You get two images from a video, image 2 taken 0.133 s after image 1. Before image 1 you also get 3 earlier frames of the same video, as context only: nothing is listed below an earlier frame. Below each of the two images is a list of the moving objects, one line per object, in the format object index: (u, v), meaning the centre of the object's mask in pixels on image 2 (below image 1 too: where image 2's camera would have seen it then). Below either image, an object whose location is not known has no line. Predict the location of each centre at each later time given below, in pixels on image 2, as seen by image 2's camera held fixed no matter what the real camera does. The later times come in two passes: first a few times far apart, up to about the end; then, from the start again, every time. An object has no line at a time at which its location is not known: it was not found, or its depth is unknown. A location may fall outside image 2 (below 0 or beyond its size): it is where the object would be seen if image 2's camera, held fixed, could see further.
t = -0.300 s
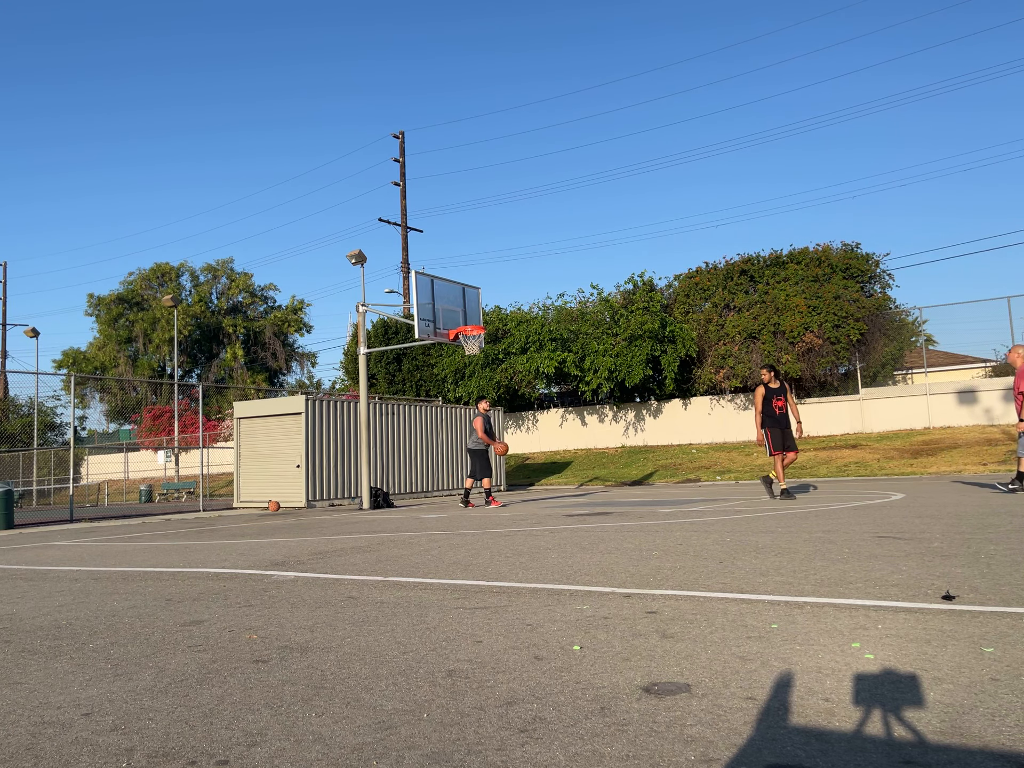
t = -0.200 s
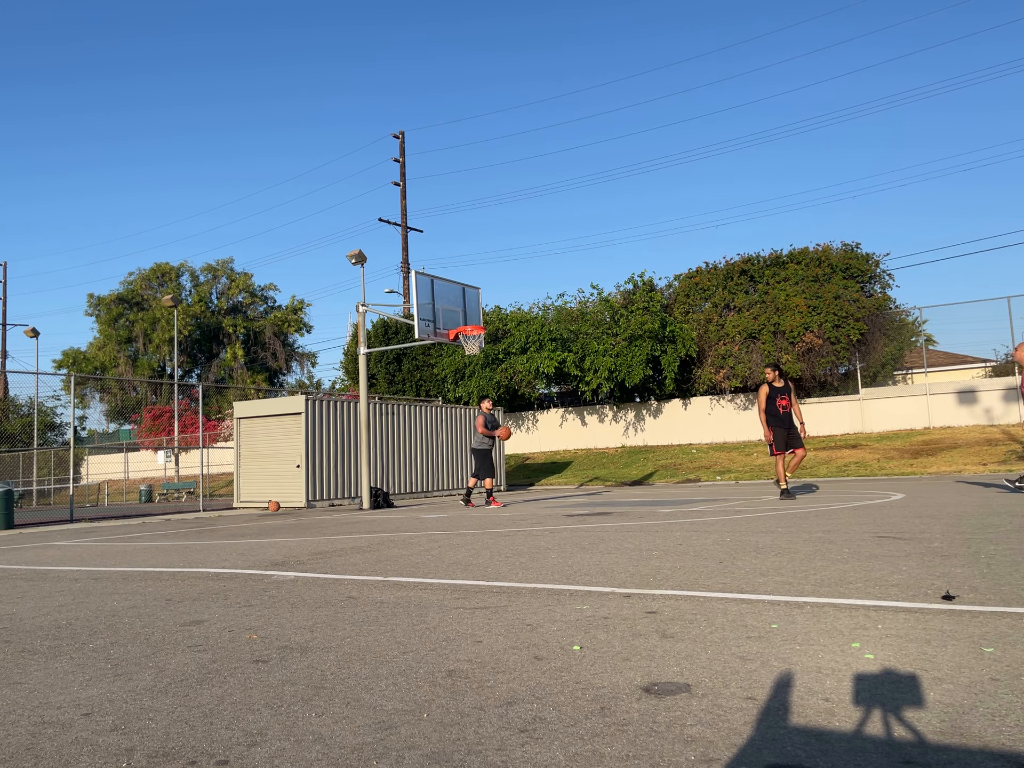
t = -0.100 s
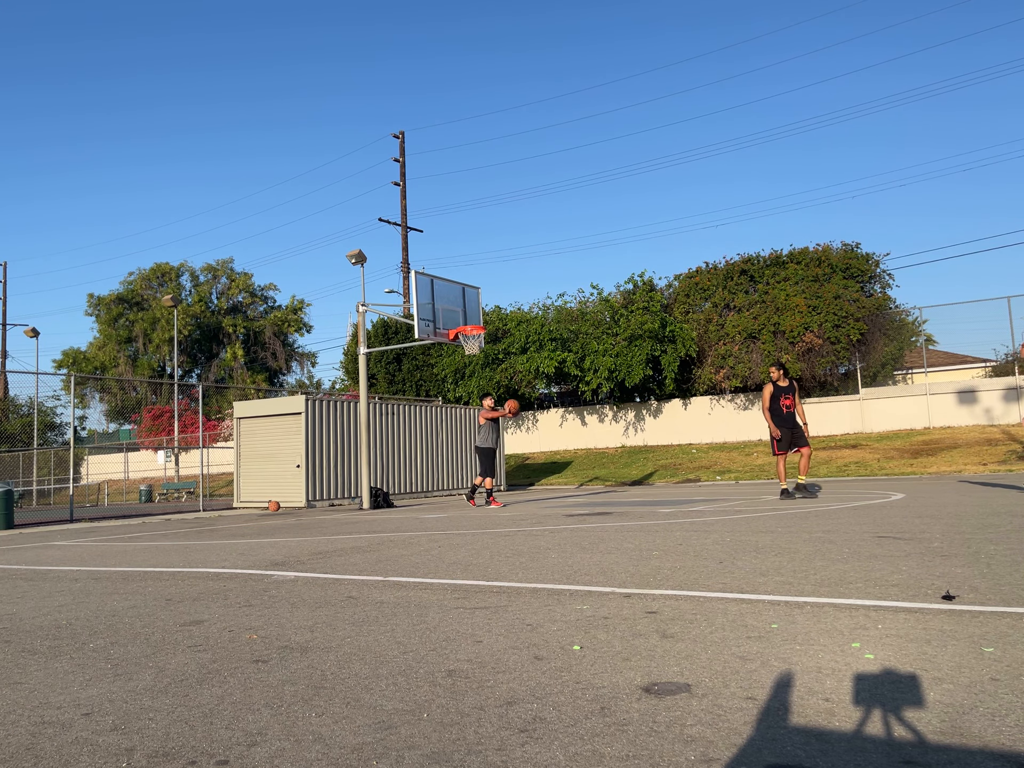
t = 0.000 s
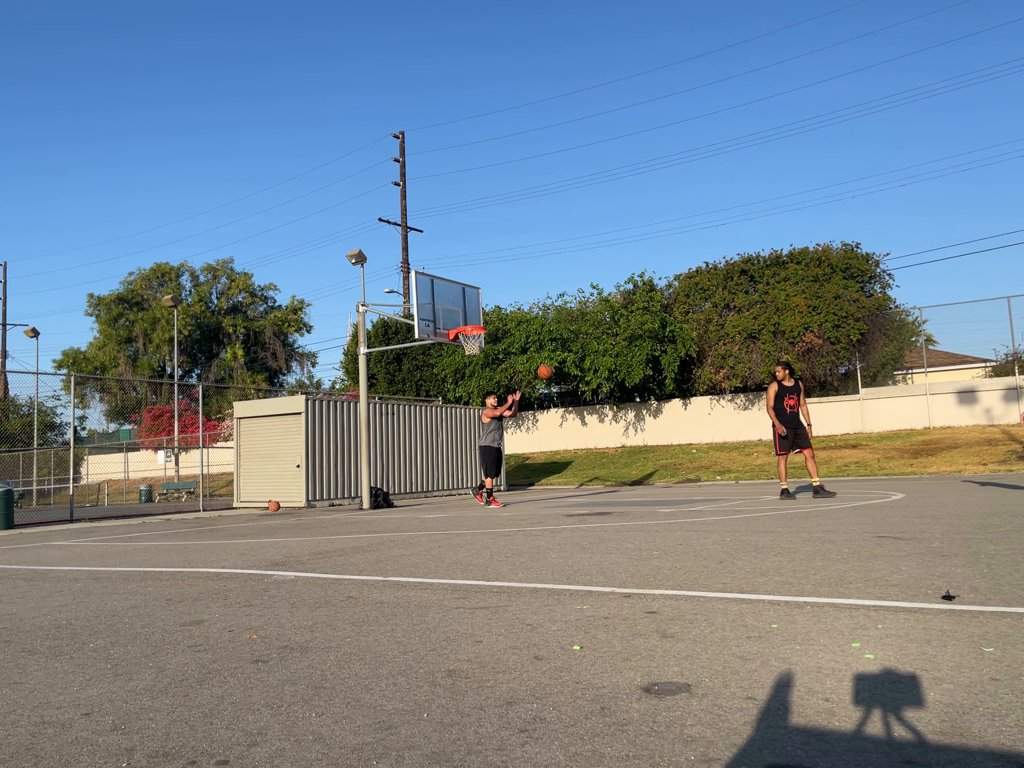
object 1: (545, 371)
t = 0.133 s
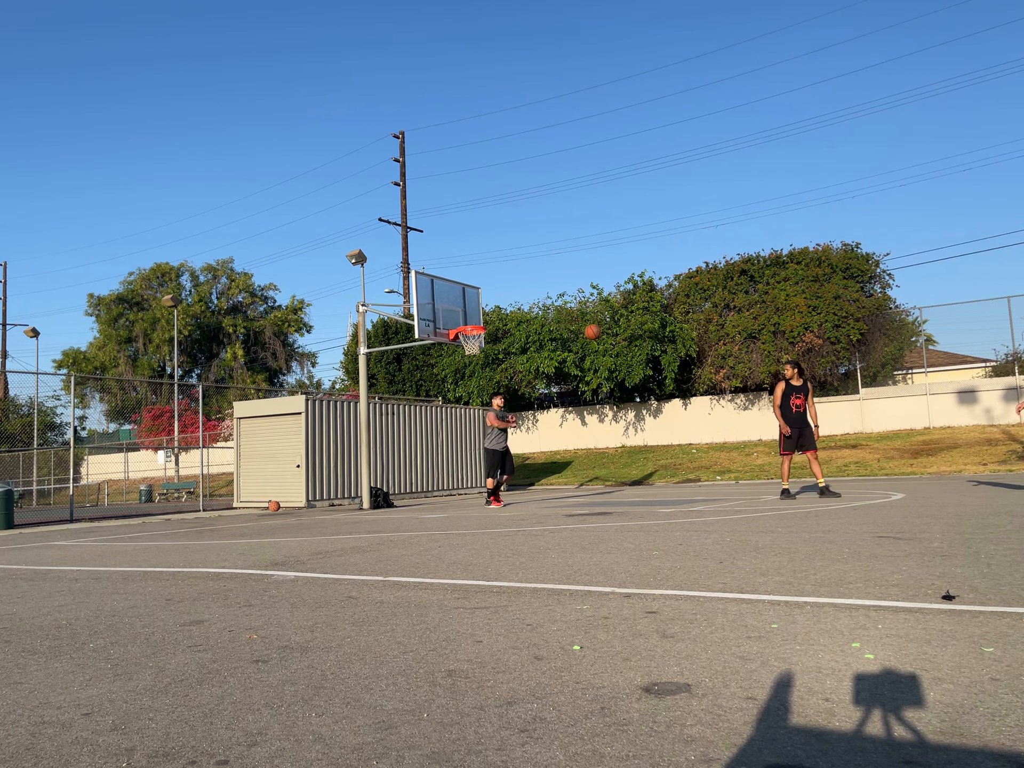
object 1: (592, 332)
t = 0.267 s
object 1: (643, 302)
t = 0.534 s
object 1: (756, 274)
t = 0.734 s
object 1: (854, 286)
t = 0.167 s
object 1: (605, 323)
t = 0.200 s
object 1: (617, 315)
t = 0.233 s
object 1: (629, 308)
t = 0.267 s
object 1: (643, 302)
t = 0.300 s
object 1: (656, 295)
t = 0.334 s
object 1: (669, 290)
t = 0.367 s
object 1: (684, 285)
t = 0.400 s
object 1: (698, 282)
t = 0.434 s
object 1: (712, 278)
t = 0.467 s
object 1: (726, 276)
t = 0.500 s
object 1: (742, 275)
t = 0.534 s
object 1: (756, 274)
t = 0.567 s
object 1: (772, 274)
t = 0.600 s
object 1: (788, 275)
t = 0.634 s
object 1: (804, 276)
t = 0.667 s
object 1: (820, 279)
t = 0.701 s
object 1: (837, 282)
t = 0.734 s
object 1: (854, 286)
